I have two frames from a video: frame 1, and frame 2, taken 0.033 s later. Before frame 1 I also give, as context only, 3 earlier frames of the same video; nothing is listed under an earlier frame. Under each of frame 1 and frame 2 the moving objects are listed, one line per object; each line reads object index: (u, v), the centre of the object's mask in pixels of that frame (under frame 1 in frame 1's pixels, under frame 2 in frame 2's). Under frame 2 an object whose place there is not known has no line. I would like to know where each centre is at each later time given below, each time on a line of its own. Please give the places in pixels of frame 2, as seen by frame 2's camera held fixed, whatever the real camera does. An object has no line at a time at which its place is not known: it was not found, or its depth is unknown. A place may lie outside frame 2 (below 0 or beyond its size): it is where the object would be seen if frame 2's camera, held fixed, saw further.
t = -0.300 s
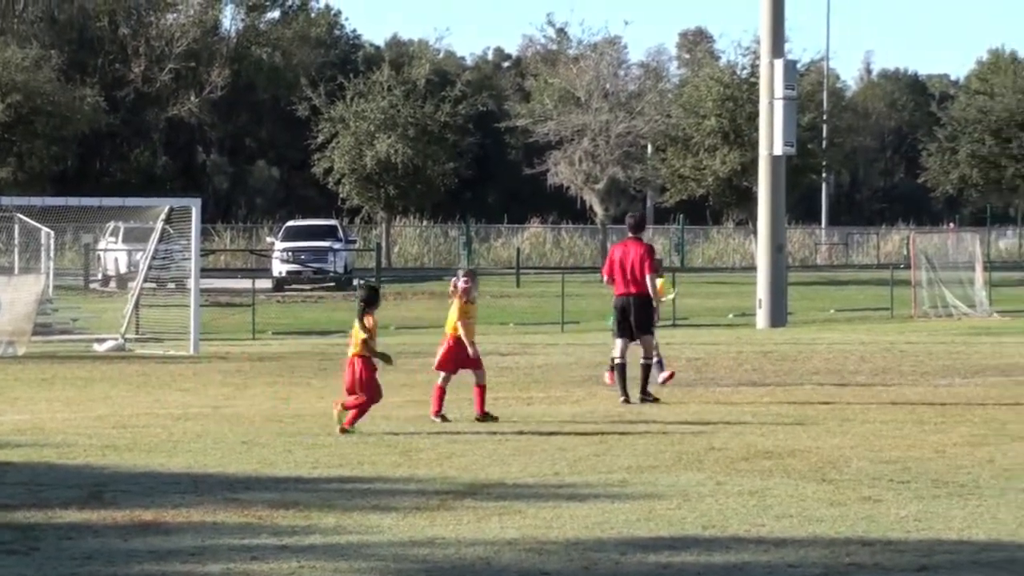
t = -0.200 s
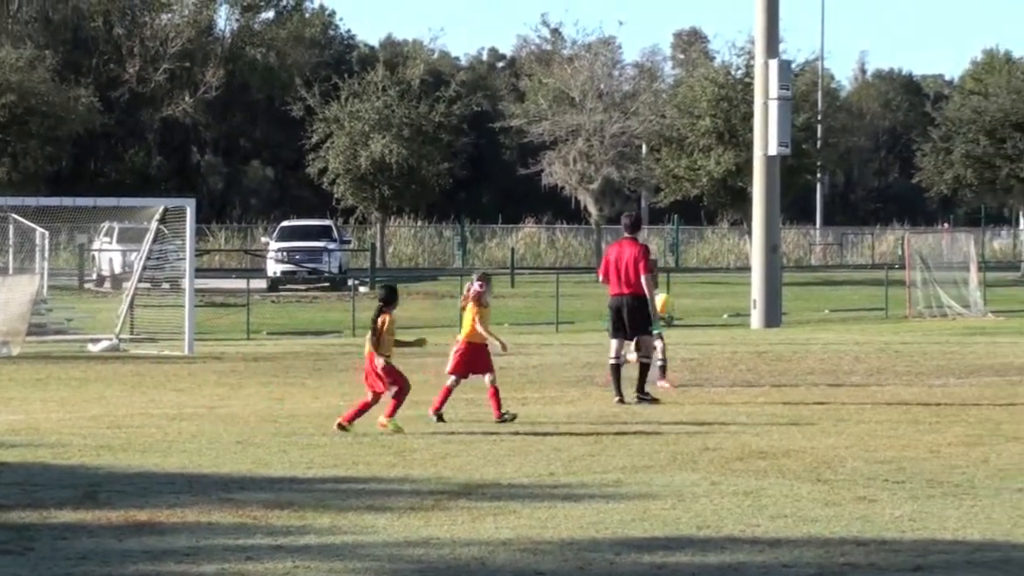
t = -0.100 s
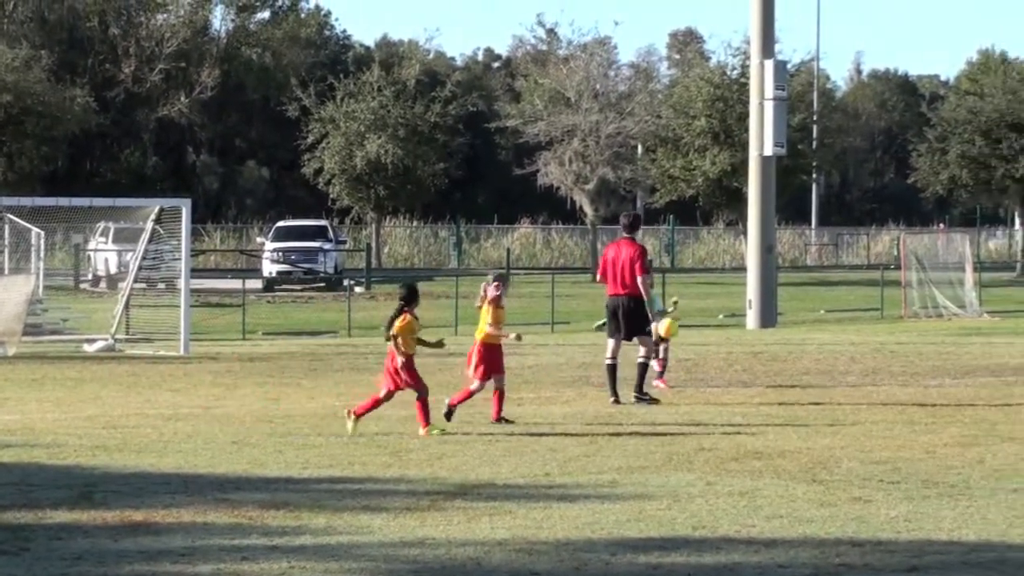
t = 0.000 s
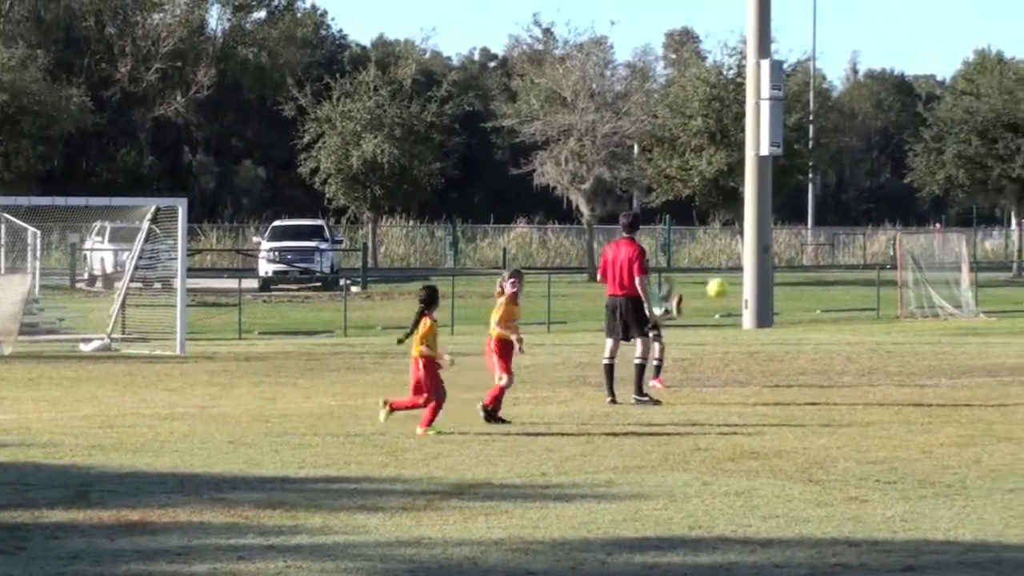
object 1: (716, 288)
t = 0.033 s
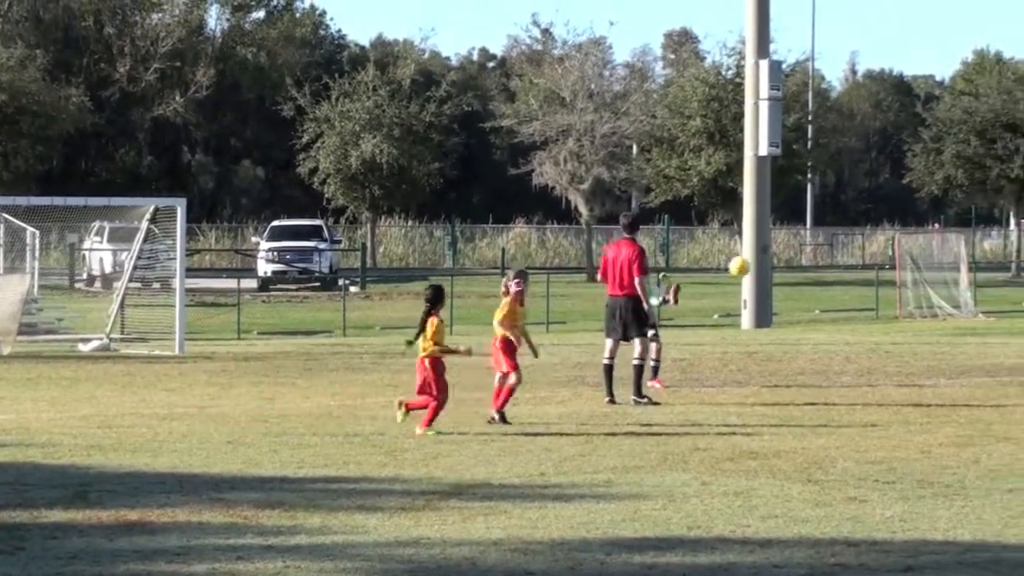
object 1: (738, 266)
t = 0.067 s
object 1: (761, 246)
